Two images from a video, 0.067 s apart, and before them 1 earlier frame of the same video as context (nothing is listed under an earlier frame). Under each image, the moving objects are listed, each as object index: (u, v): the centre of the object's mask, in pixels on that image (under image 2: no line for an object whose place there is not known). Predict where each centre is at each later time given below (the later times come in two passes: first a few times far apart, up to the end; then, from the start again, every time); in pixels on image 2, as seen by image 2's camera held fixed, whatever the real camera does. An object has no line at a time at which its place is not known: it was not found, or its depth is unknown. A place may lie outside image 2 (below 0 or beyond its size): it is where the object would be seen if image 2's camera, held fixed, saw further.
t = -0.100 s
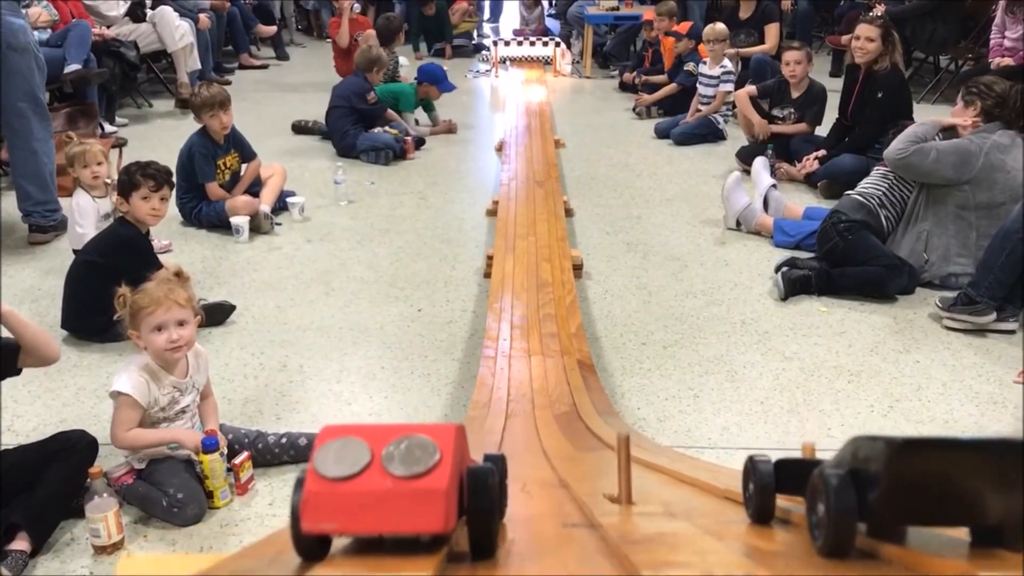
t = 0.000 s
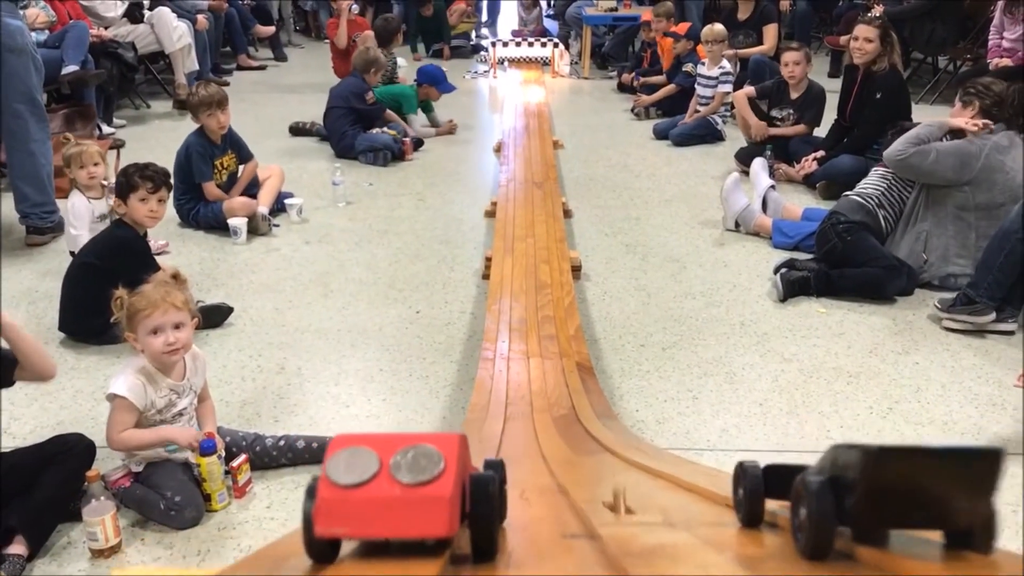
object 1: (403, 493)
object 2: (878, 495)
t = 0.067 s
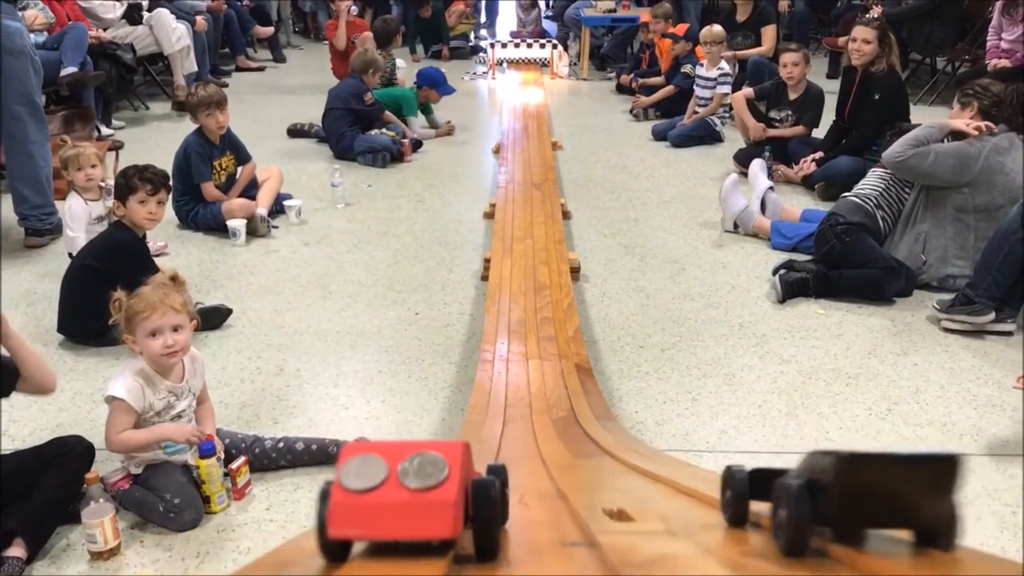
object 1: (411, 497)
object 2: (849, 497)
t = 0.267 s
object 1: (459, 477)
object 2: (742, 477)
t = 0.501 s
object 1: (485, 452)
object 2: (648, 452)
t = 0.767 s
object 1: (498, 418)
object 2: (589, 416)
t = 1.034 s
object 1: (504, 344)
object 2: (563, 337)
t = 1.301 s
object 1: (508, 253)
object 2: (551, 249)
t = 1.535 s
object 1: (511, 191)
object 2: (545, 190)
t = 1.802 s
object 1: (512, 143)
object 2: (540, 143)
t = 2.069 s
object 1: (512, 107)
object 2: (537, 109)
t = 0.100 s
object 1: (418, 496)
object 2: (831, 495)
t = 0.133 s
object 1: (425, 493)
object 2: (812, 493)
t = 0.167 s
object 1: (435, 488)
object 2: (794, 489)
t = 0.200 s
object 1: (443, 485)
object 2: (776, 485)
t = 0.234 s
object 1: (452, 481)
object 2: (758, 481)
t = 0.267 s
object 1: (459, 477)
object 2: (742, 477)
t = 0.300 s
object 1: (466, 473)
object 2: (725, 473)
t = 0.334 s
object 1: (470, 469)
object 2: (709, 469)
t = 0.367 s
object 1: (474, 466)
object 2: (694, 466)
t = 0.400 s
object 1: (477, 463)
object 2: (681, 462)
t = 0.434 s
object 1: (480, 459)
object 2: (669, 459)
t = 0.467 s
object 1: (482, 456)
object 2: (658, 456)
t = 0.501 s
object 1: (485, 452)
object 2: (648, 452)
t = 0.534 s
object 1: (488, 448)
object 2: (639, 448)
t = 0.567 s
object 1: (490, 445)
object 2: (631, 444)
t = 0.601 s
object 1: (491, 441)
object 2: (622, 440)
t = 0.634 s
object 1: (493, 437)
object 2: (614, 435)
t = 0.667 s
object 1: (494, 433)
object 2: (607, 431)
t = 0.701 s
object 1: (495, 428)
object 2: (601, 427)
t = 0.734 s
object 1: (497, 424)
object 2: (595, 422)
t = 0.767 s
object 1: (498, 418)
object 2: (589, 416)
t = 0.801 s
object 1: (500, 413)
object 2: (583, 409)
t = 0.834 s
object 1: (500, 405)
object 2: (578, 399)
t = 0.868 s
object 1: (501, 396)
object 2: (574, 390)
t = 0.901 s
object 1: (502, 386)
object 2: (571, 380)
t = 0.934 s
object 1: (502, 376)
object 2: (569, 370)
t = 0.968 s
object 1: (503, 365)
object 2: (567, 359)
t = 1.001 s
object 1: (504, 354)
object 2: (565, 348)
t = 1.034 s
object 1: (504, 344)
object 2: (563, 337)
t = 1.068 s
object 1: (505, 332)
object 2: (561, 326)
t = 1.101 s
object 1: (506, 321)
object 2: (559, 315)
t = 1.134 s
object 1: (506, 309)
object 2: (557, 303)
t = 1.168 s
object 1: (507, 297)
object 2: (554, 291)
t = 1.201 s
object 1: (507, 286)
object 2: (553, 280)
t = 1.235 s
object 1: (508, 274)
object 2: (552, 269)
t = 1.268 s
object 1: (508, 263)
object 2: (551, 258)
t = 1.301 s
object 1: (508, 253)
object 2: (551, 249)
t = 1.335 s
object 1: (509, 243)
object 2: (550, 239)
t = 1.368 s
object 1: (509, 233)
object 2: (549, 230)
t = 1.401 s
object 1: (510, 224)
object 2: (548, 221)
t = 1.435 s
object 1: (510, 215)
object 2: (547, 212)
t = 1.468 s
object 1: (510, 206)
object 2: (547, 204)
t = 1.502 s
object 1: (511, 198)
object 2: (546, 197)
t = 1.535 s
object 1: (511, 191)
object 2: (545, 190)
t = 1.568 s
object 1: (511, 184)
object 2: (544, 183)
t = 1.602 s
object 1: (511, 177)
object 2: (544, 177)
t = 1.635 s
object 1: (511, 171)
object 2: (544, 171)
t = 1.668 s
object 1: (511, 165)
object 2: (543, 165)
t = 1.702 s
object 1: (511, 159)
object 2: (543, 159)
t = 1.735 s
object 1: (511, 153)
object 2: (542, 154)
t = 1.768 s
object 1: (511, 148)
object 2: (541, 148)
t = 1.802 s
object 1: (512, 143)
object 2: (540, 143)
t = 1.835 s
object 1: (512, 137)
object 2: (539, 138)
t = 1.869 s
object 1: (512, 132)
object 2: (538, 134)
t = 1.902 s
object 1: (512, 127)
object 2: (538, 129)
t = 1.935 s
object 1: (512, 123)
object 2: (538, 125)
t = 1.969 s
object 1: (512, 118)
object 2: (538, 121)
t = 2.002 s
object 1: (512, 114)
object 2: (538, 117)
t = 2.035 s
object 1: (512, 111)
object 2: (538, 113)
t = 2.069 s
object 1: (512, 107)
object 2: (537, 109)
